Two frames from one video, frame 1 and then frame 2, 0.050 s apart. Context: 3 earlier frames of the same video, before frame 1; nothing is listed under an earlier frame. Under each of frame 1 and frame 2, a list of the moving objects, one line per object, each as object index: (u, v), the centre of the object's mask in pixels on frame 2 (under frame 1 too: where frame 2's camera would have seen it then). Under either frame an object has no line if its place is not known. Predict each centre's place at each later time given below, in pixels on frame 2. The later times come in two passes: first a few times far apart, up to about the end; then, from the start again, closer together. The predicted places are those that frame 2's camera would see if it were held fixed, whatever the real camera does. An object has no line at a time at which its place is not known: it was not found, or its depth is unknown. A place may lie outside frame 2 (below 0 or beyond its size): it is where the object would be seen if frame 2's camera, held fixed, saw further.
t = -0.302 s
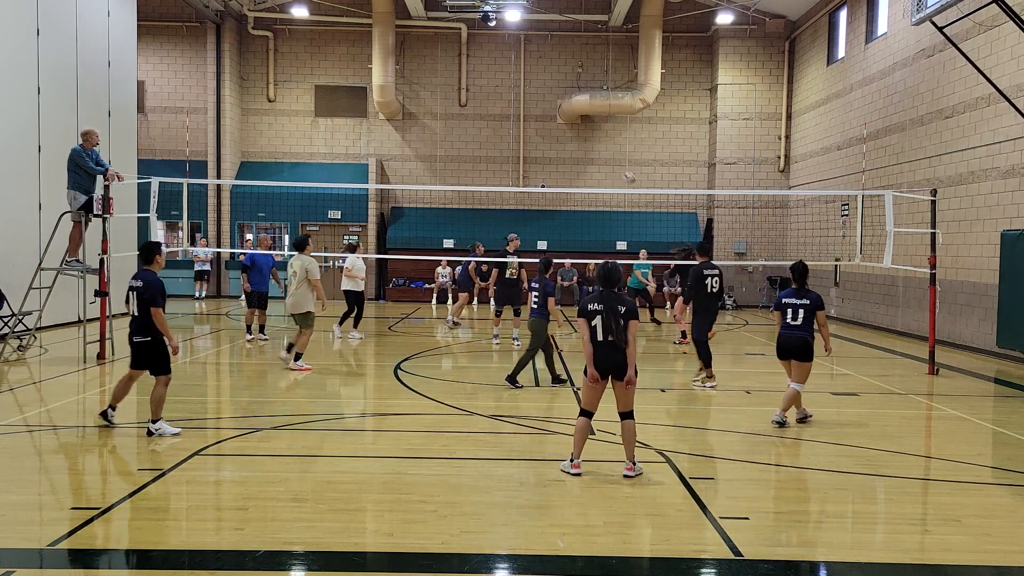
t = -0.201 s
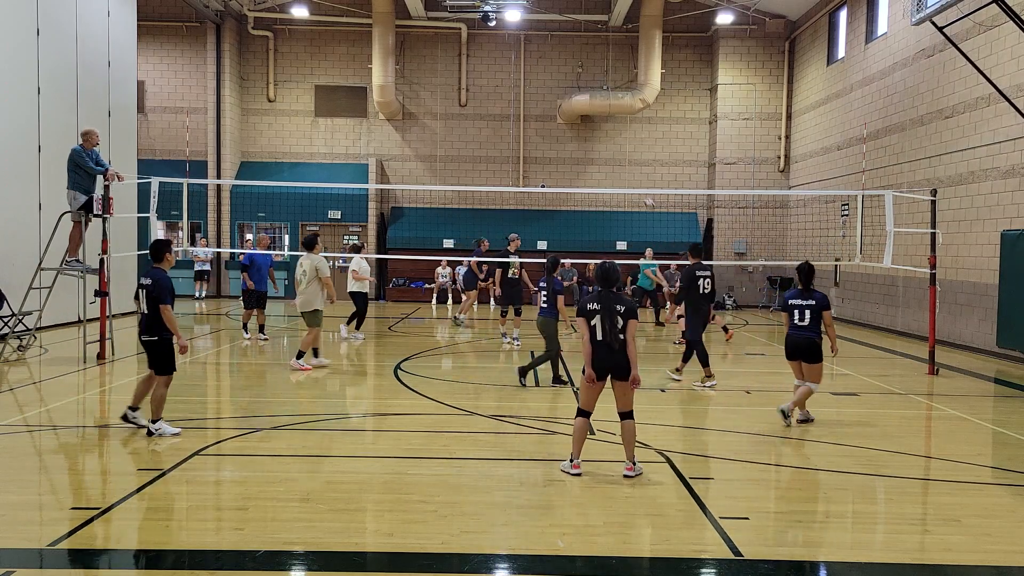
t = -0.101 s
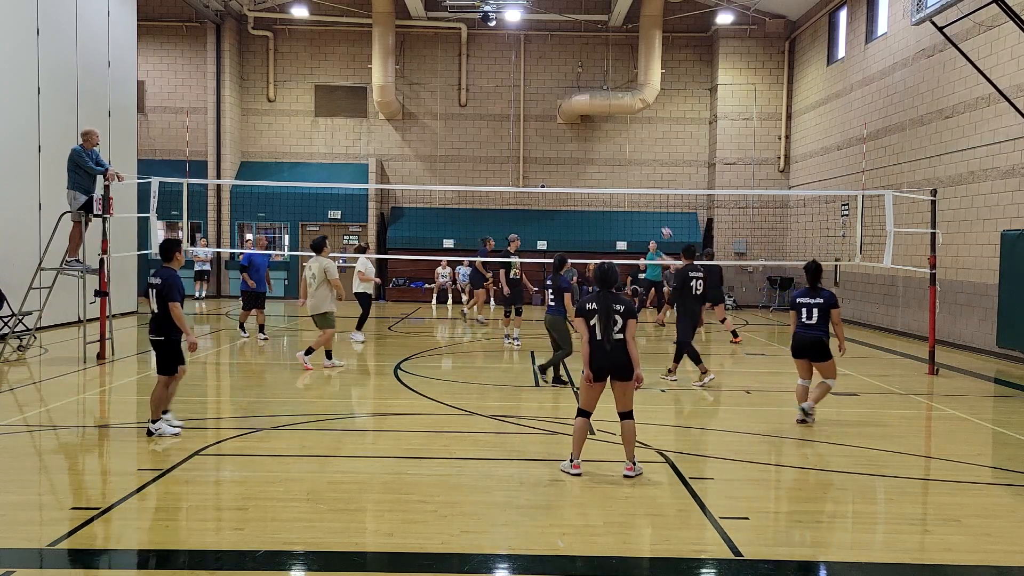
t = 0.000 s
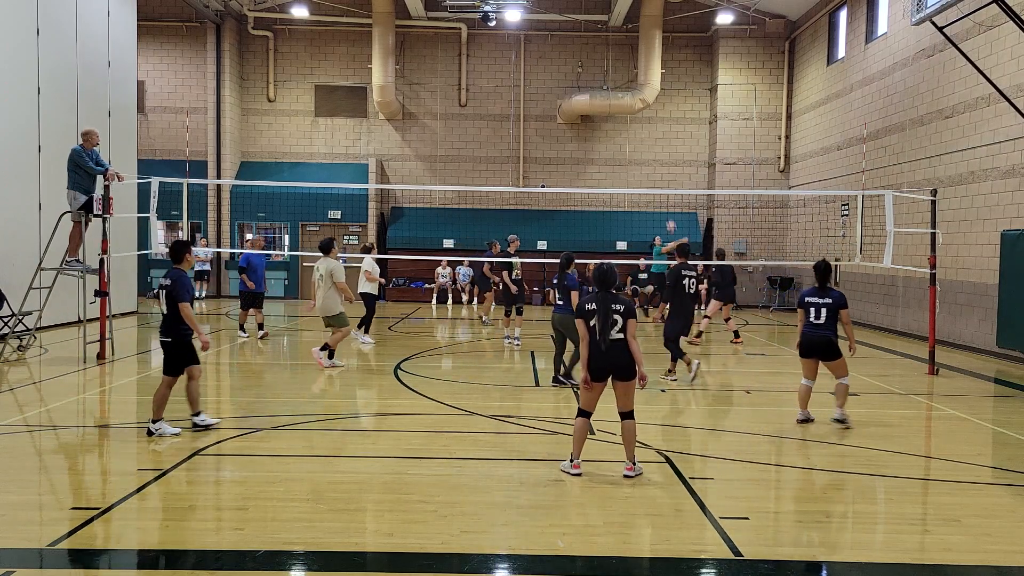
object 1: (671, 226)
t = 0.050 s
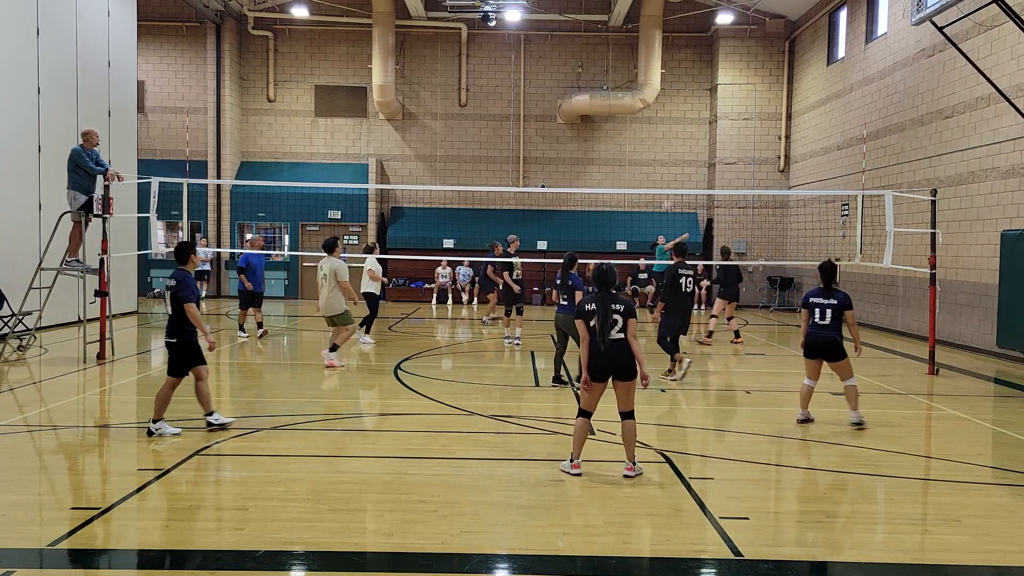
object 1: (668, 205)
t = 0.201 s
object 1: (655, 152)
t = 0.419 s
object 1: (638, 92)
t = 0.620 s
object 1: (622, 60)
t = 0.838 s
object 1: (603, 47)
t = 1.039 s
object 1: (584, 58)
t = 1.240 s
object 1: (564, 91)
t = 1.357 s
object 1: (552, 121)
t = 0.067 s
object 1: (664, 200)
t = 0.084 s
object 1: (664, 197)
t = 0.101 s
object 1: (663, 185)
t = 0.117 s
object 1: (662, 180)
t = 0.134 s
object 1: (661, 175)
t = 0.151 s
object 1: (660, 168)
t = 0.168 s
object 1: (659, 163)
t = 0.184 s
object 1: (658, 158)
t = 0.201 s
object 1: (655, 152)
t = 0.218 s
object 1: (654, 147)
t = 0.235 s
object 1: (653, 142)
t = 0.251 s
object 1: (652, 137)
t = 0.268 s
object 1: (650, 132)
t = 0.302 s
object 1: (647, 123)
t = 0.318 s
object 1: (646, 118)
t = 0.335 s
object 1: (645, 113)
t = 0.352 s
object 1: (644, 109)
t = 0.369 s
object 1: (643, 105)
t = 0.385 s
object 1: (641, 101)
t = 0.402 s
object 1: (640, 97)
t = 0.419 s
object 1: (638, 92)
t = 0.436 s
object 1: (637, 89)
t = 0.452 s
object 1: (636, 86)
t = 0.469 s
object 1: (635, 83)
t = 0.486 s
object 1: (633, 80)
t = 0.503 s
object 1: (632, 76)
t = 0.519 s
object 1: (631, 74)
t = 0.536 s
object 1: (629, 71)
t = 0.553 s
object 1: (628, 69)
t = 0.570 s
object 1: (626, 66)
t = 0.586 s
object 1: (625, 64)
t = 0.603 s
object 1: (623, 62)
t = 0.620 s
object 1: (622, 60)
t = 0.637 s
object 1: (620, 58)
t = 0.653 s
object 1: (619, 56)
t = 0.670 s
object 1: (618, 55)
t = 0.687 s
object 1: (616, 53)
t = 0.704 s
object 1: (615, 52)
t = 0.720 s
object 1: (613, 51)
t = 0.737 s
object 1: (612, 50)
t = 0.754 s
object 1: (610, 49)
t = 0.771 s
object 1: (609, 48)
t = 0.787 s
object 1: (607, 48)
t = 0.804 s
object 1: (606, 48)
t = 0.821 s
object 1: (604, 47)
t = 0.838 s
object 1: (603, 47)
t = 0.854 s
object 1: (601, 47)
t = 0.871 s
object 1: (600, 48)
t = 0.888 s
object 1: (598, 48)
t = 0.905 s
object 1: (597, 48)
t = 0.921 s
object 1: (595, 49)
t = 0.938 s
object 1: (593, 50)
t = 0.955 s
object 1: (592, 51)
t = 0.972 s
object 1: (590, 52)
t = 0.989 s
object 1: (589, 53)
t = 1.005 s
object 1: (587, 55)
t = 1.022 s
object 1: (585, 56)
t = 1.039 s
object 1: (584, 58)
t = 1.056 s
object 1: (582, 60)
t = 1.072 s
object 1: (581, 62)
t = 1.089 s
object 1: (579, 64)
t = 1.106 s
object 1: (578, 66)
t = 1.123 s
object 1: (576, 69)
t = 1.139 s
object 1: (574, 72)
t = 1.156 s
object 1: (573, 74)
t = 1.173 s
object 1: (571, 77)
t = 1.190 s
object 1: (569, 81)
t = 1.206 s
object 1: (567, 84)
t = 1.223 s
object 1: (566, 87)
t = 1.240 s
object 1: (564, 91)
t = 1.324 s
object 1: (555, 112)
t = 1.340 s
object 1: (554, 116)
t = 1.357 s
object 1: (552, 121)
